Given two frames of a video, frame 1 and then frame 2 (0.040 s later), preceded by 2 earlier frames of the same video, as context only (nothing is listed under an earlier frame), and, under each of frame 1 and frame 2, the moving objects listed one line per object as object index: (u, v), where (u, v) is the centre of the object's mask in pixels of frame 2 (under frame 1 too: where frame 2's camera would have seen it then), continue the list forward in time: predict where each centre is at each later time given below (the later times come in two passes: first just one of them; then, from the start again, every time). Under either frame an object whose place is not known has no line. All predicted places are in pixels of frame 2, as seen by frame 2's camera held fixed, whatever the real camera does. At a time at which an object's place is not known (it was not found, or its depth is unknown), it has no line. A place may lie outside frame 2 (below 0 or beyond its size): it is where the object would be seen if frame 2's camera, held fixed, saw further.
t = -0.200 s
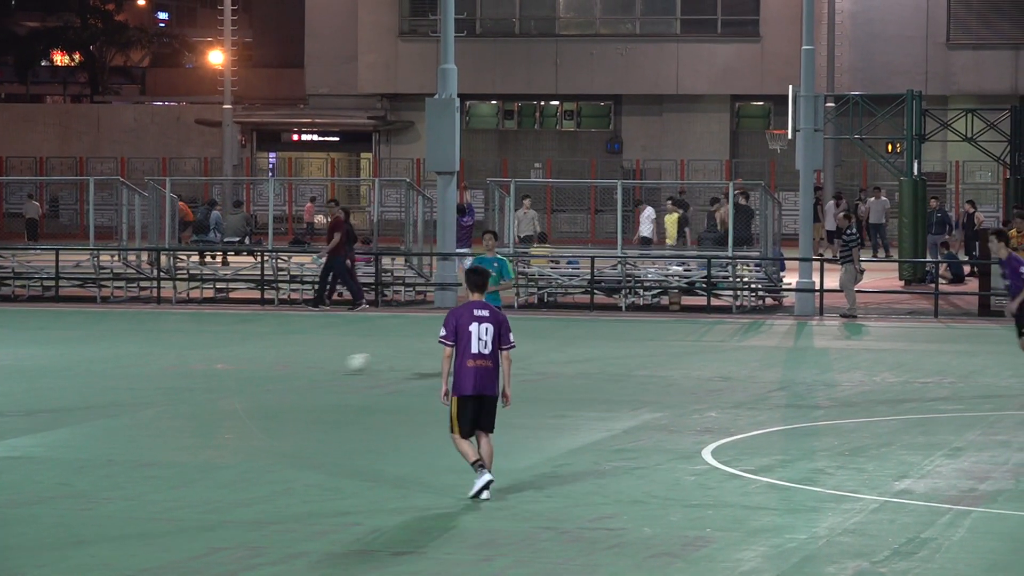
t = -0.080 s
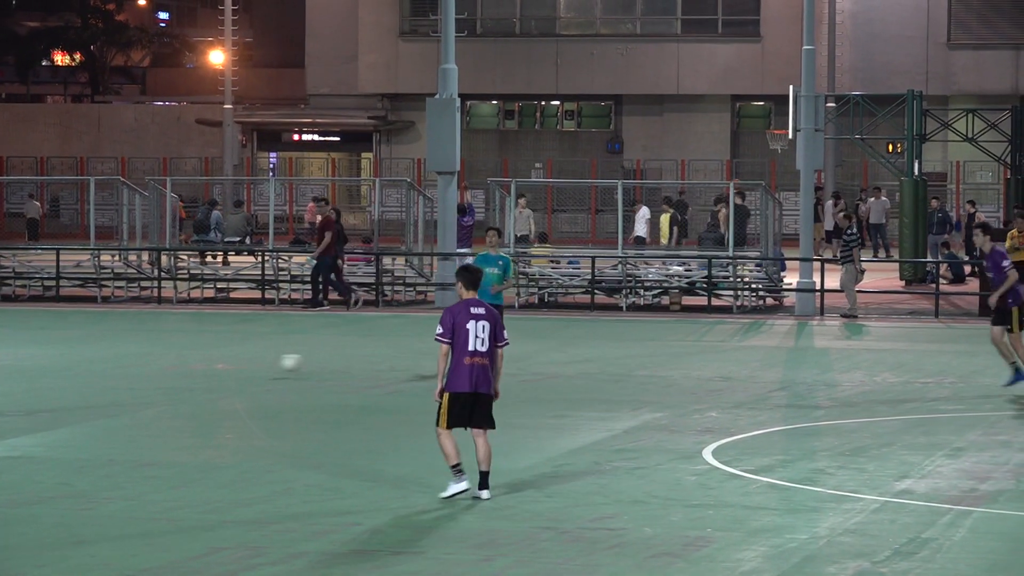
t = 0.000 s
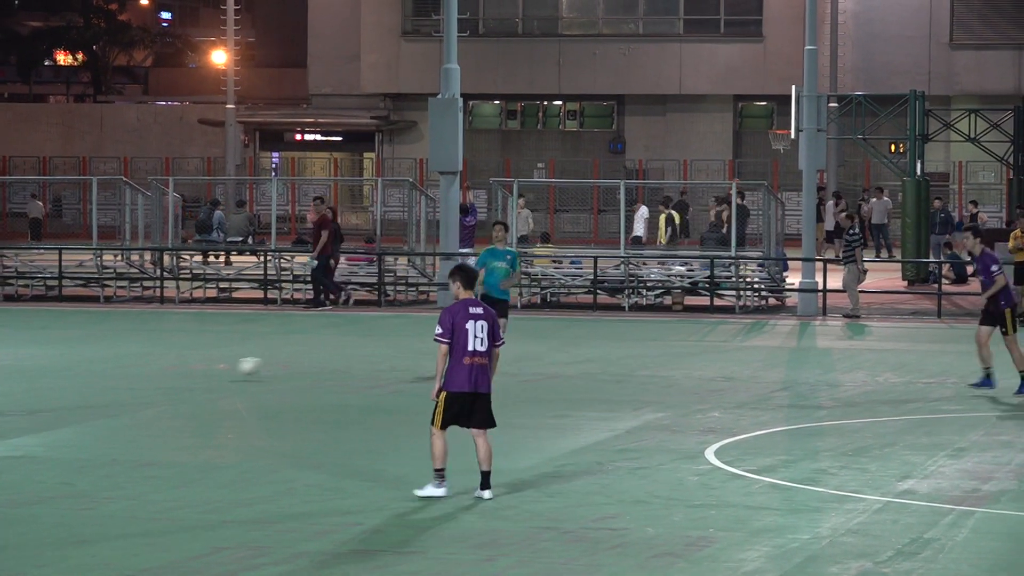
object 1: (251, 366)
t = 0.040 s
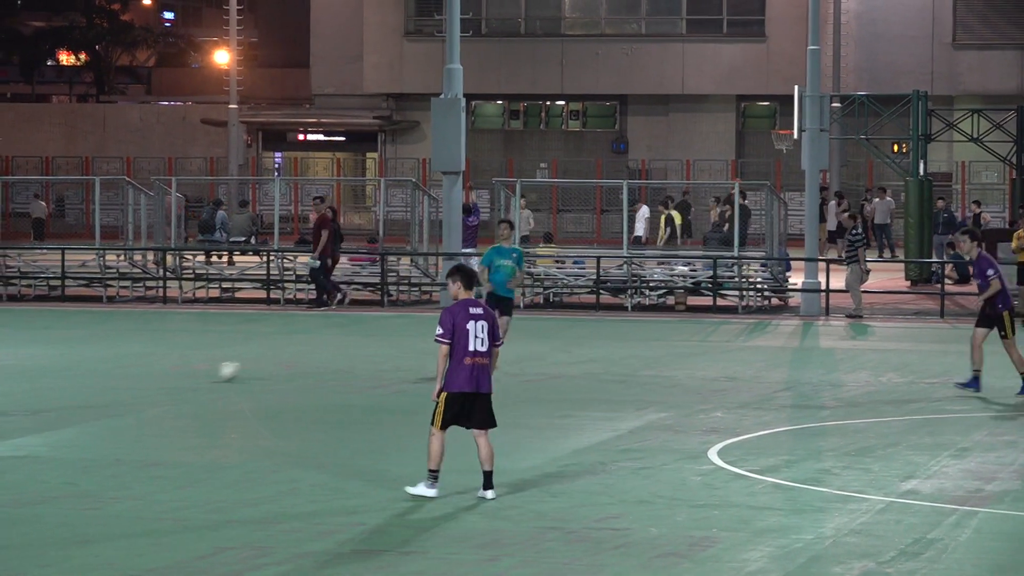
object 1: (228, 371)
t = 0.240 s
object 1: (135, 375)
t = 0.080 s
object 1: (209, 370)
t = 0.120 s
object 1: (191, 370)
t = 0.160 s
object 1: (173, 370)
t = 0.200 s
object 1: (154, 372)
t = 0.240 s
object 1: (135, 375)
